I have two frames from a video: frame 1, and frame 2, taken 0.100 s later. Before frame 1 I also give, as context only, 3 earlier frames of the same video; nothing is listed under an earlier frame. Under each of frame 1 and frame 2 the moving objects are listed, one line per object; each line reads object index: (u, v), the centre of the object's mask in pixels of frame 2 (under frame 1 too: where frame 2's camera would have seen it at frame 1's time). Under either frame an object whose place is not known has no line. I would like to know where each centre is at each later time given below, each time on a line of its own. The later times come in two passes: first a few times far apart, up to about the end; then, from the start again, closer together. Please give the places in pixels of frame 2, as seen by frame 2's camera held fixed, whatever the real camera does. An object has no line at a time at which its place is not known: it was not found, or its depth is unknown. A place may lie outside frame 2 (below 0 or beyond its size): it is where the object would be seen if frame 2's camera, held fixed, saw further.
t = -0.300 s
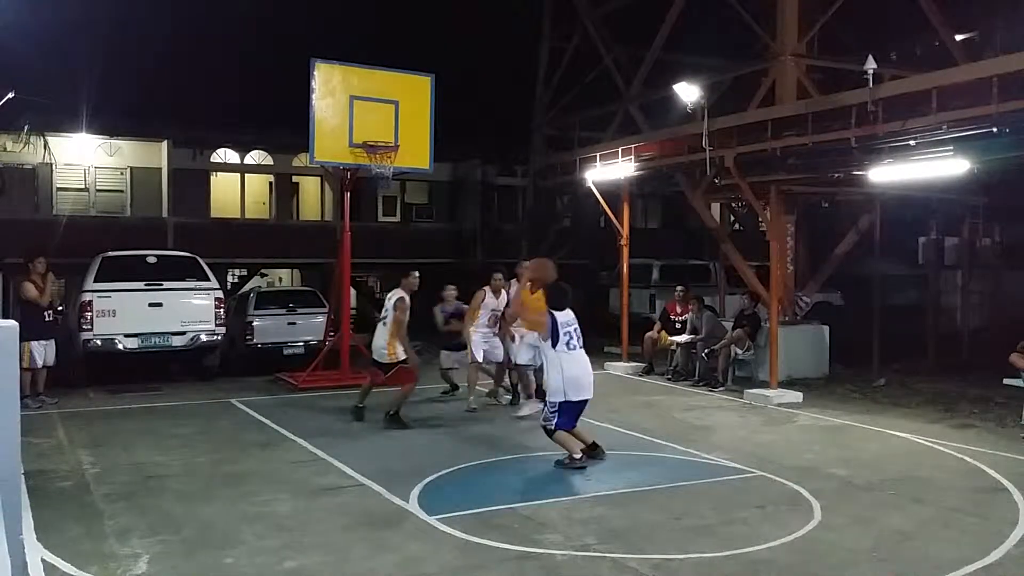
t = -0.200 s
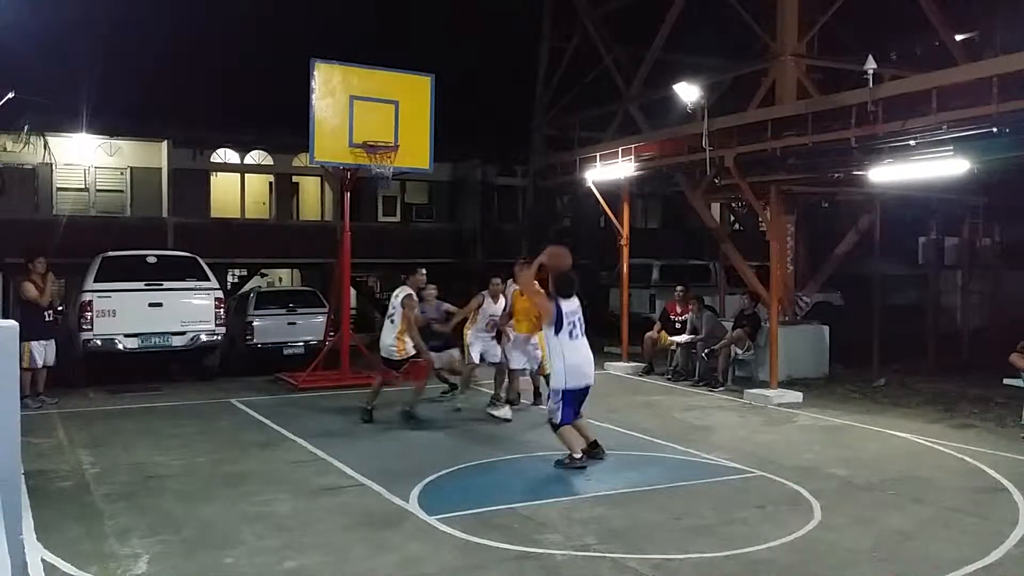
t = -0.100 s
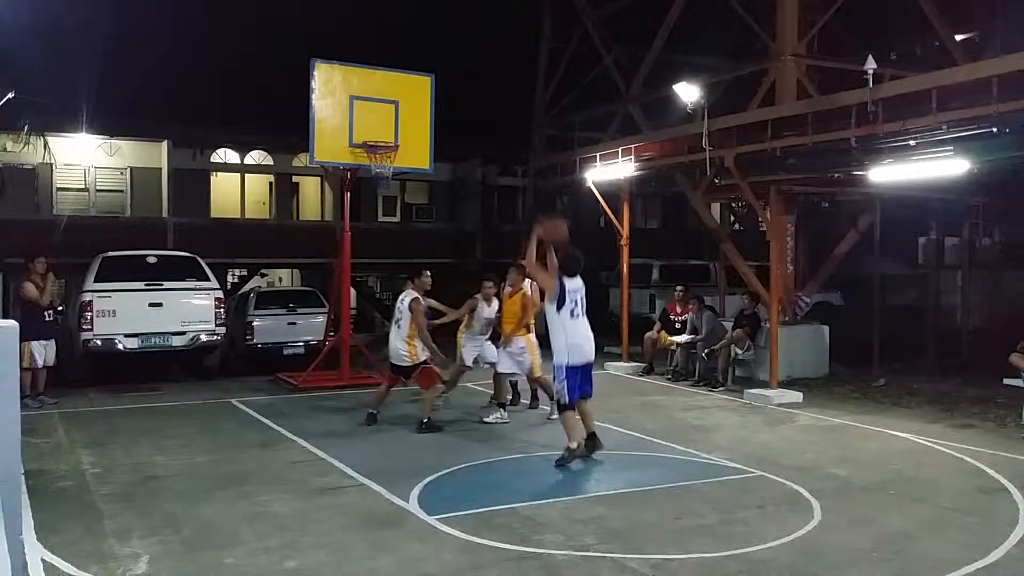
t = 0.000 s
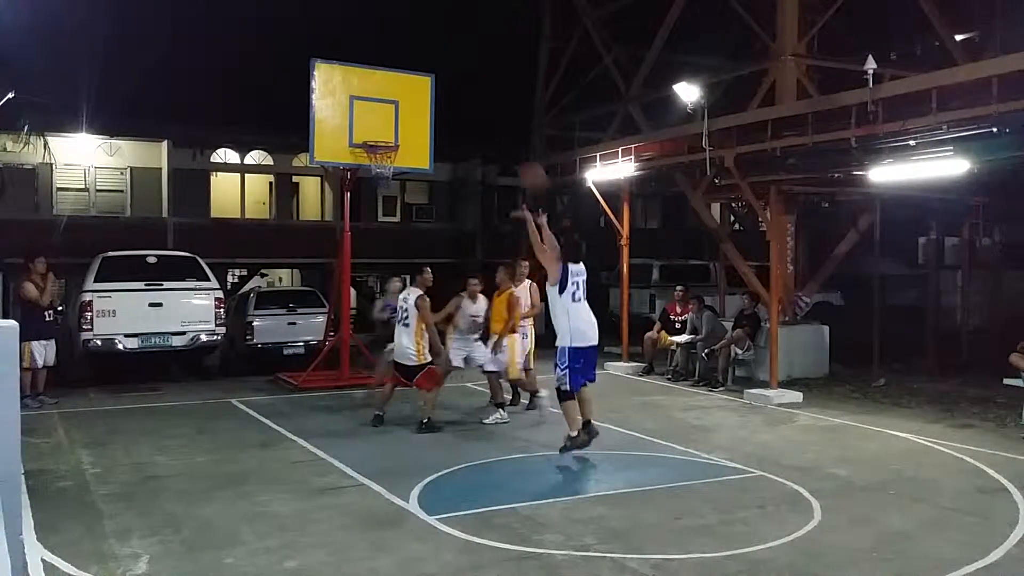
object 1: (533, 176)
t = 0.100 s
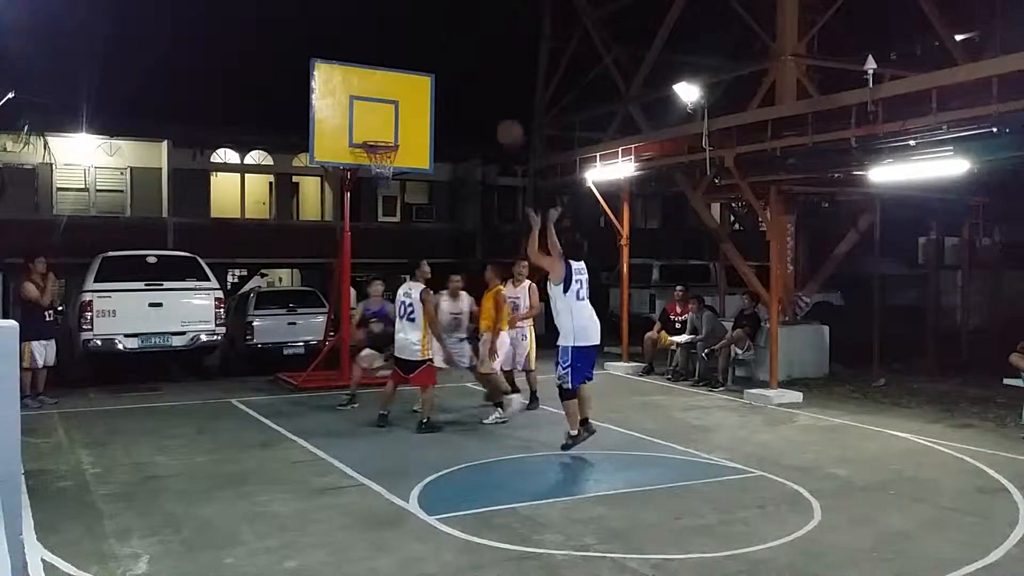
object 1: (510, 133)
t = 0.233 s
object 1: (482, 95)
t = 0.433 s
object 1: (446, 77)
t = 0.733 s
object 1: (399, 116)
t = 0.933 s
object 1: (373, 153)
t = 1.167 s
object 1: (394, 153)
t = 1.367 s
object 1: (395, 161)
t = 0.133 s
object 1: (504, 122)
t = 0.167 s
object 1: (496, 111)
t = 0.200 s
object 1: (489, 103)
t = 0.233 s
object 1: (482, 95)
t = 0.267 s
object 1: (476, 90)
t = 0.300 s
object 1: (469, 85)
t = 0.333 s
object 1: (463, 81)
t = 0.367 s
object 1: (457, 78)
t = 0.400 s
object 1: (451, 77)
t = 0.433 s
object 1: (446, 77)
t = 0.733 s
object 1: (399, 116)
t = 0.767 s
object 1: (395, 126)
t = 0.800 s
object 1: (390, 135)
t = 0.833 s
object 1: (384, 144)
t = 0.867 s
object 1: (375, 148)
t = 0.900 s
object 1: (373, 151)
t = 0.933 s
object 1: (373, 153)
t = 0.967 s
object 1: (374, 154)
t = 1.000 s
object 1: (377, 156)
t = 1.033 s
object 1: (381, 156)
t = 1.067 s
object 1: (385, 155)
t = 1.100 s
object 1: (388, 155)
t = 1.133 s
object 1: (393, 153)
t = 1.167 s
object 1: (394, 153)
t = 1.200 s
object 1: (395, 153)
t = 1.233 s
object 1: (396, 153)
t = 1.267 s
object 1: (396, 154)
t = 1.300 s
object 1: (397, 156)
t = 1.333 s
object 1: (395, 160)
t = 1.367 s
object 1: (395, 161)
